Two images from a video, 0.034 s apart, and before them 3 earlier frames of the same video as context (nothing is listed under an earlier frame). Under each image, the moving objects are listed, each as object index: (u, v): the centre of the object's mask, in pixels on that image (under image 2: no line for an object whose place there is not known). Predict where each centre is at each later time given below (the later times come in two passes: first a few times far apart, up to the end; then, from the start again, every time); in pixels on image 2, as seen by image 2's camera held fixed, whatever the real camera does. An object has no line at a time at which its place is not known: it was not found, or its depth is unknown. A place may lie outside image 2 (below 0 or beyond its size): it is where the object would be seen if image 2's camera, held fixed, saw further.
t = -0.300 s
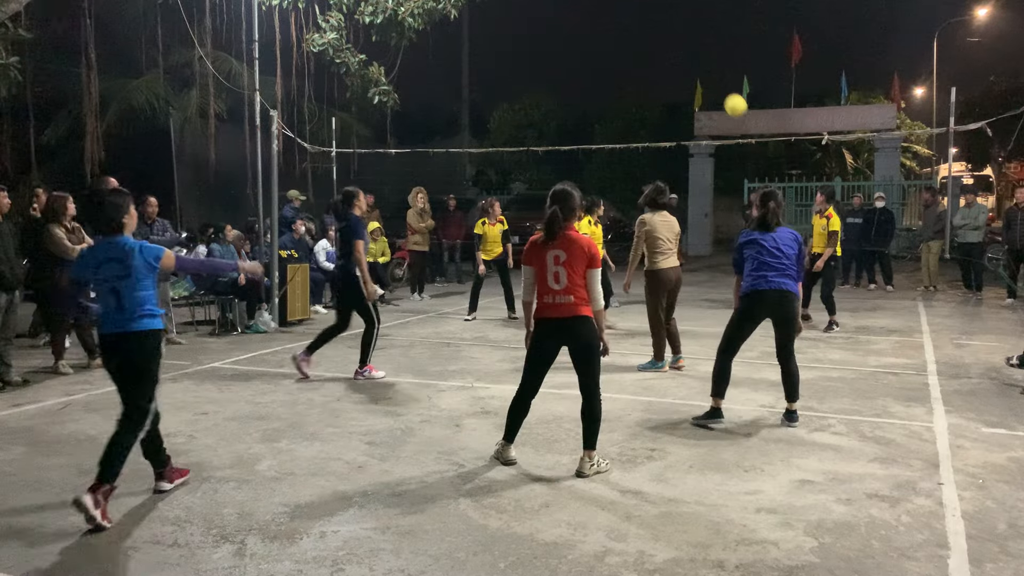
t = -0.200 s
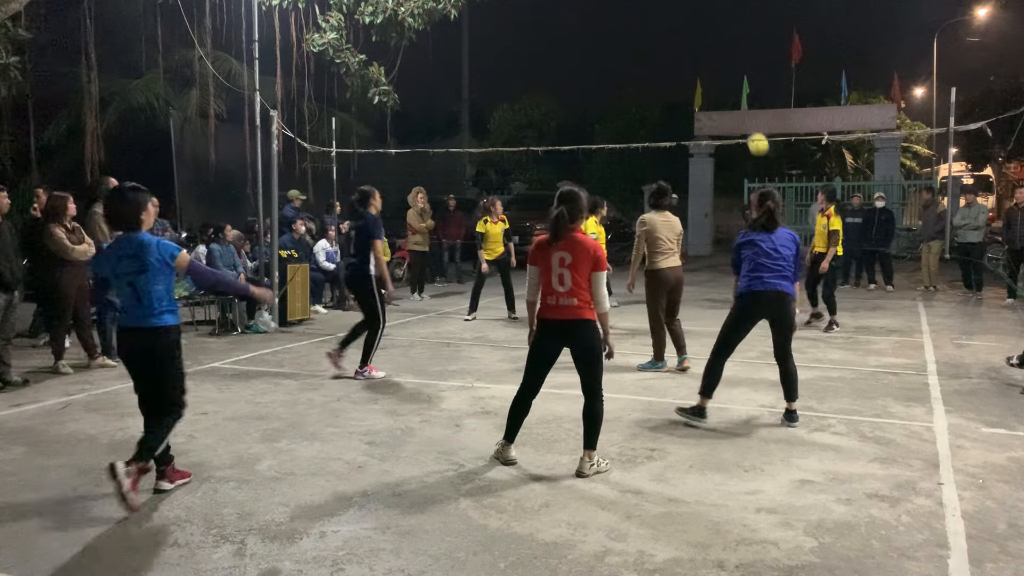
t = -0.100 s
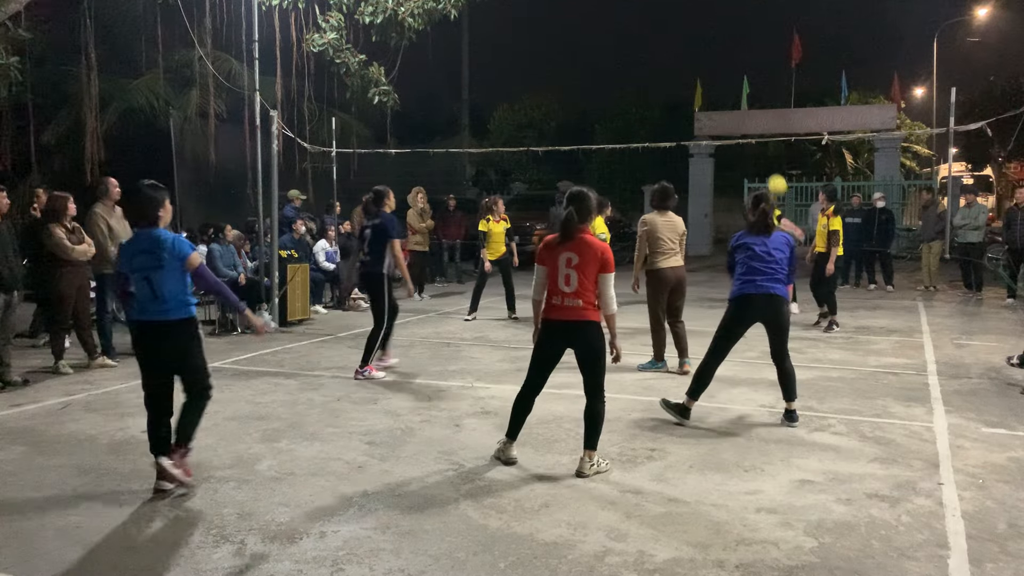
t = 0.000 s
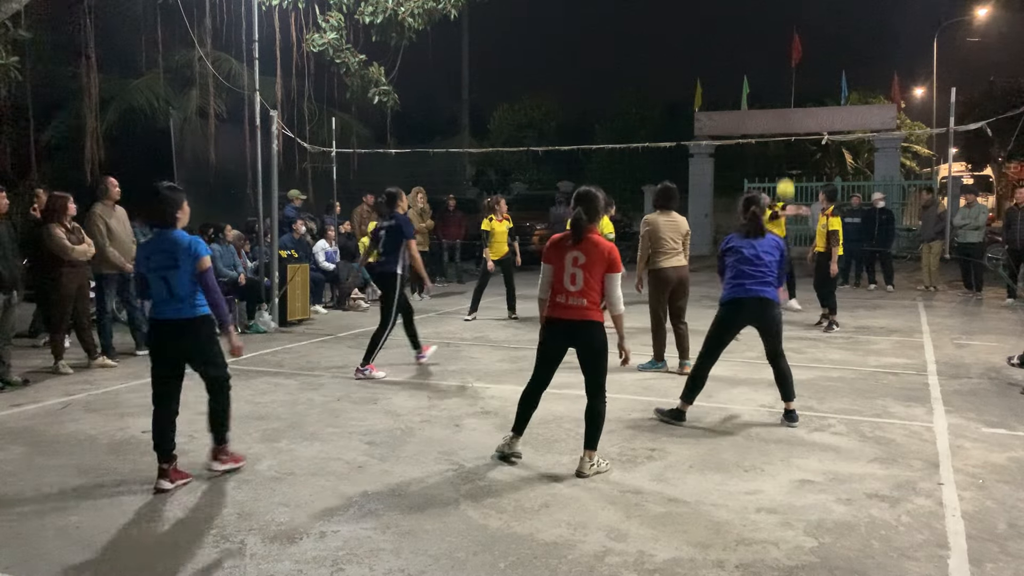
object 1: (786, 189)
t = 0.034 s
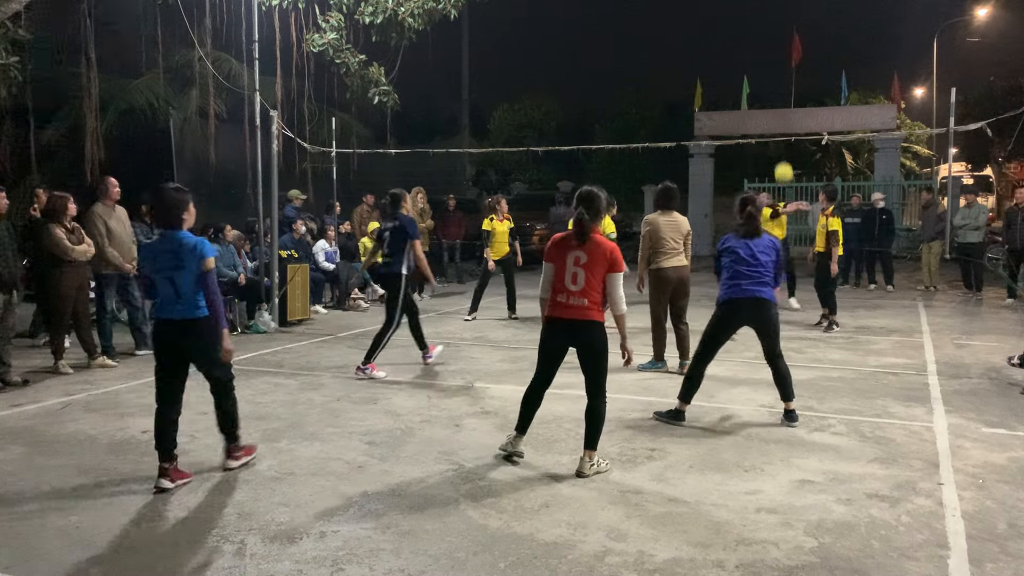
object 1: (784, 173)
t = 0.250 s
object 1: (771, 85)
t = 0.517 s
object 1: (755, 25)
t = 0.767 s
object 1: (738, 21)
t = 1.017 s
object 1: (720, 67)
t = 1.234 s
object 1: (704, 147)
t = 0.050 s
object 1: (783, 165)
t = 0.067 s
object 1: (782, 157)
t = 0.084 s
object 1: (781, 150)
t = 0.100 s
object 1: (780, 143)
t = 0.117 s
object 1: (779, 135)
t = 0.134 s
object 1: (778, 128)
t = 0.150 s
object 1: (777, 122)
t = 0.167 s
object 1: (776, 114)
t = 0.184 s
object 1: (775, 108)
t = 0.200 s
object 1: (774, 102)
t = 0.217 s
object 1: (773, 97)
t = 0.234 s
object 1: (772, 91)
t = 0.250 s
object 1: (771, 85)
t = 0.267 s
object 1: (770, 80)
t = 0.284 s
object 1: (769, 75)
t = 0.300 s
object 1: (768, 70)
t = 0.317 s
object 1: (767, 65)
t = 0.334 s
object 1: (766, 61)
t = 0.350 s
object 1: (765, 57)
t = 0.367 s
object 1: (764, 52)
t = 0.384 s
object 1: (763, 49)
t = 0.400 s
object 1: (762, 45)
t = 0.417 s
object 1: (761, 42)
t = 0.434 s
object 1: (760, 38)
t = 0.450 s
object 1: (759, 35)
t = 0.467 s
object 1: (758, 33)
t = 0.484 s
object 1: (757, 30)
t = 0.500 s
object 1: (756, 28)
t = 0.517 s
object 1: (755, 25)
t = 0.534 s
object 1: (754, 24)
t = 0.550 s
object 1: (753, 22)
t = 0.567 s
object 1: (752, 20)
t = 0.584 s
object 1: (750, 19)
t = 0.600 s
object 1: (749, 18)
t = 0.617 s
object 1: (748, 18)
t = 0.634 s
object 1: (747, 17)
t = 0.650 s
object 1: (746, 17)
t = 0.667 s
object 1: (745, 17)
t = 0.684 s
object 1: (744, 17)
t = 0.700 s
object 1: (743, 17)
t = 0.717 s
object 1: (741, 18)
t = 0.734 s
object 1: (740, 19)
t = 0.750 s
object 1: (739, 20)
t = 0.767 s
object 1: (738, 21)
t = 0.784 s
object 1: (737, 23)
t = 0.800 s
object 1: (736, 24)
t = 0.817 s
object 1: (734, 26)
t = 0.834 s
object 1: (733, 29)
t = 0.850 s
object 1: (732, 31)
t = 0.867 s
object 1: (731, 33)
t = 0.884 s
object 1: (730, 36)
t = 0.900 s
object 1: (728, 39)
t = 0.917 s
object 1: (727, 43)
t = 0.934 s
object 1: (726, 46)
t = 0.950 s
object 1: (725, 50)
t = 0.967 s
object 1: (724, 54)
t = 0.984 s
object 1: (722, 58)
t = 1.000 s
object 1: (721, 63)
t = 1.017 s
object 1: (720, 67)
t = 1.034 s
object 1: (719, 72)
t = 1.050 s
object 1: (717, 77)
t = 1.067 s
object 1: (716, 82)
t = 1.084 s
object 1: (715, 88)
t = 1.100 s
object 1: (714, 94)
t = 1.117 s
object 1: (712, 100)
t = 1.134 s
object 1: (711, 105)
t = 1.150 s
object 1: (710, 111)
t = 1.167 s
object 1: (709, 118)
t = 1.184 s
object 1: (708, 126)
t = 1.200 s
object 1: (707, 131)
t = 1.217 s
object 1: (705, 140)
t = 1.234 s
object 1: (704, 147)
